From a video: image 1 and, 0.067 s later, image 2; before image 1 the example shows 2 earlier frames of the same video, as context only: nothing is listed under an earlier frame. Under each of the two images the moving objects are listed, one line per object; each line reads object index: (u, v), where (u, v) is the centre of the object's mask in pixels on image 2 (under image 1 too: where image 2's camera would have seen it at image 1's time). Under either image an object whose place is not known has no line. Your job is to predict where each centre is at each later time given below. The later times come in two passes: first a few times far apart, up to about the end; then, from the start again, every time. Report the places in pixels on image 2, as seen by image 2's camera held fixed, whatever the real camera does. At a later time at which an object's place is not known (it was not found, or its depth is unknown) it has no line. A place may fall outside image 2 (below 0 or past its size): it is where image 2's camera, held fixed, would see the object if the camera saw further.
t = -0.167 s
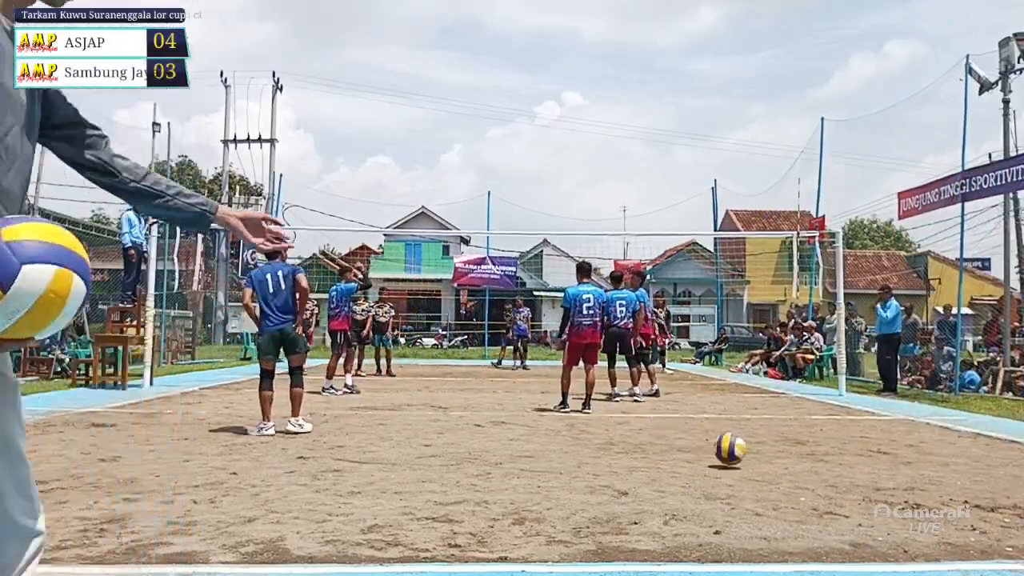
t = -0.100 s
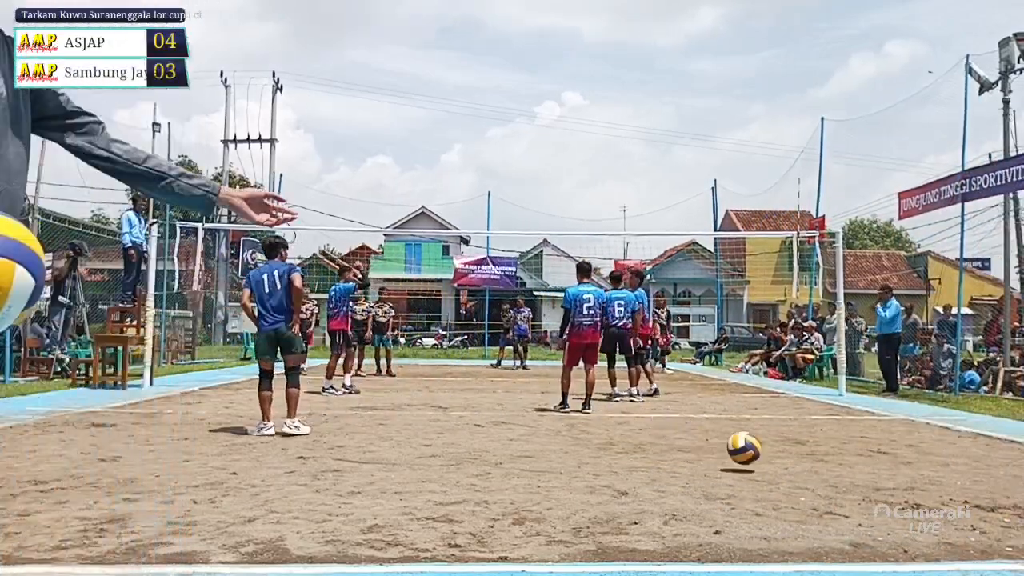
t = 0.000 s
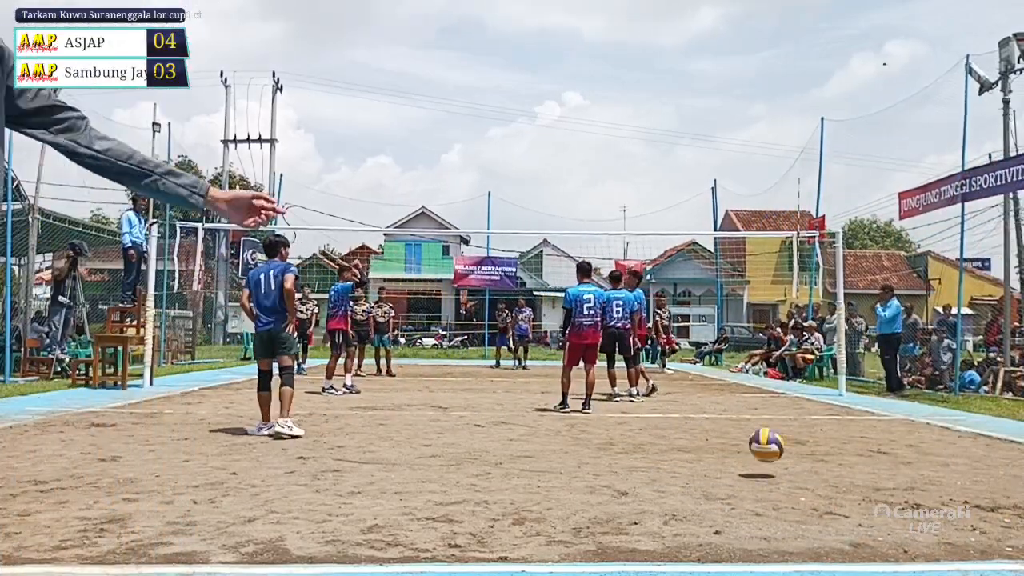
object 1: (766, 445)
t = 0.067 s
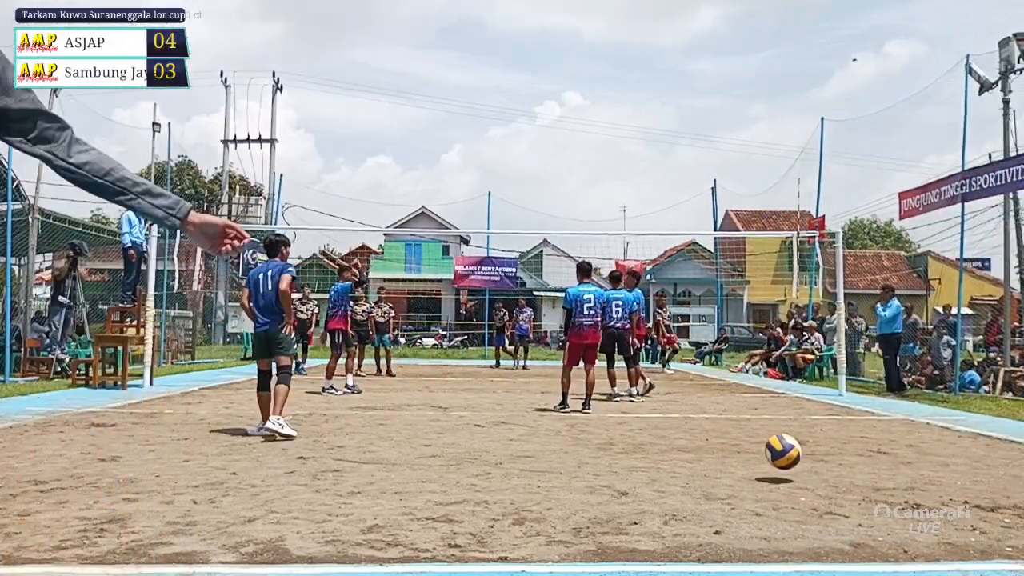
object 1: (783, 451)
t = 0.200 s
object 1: (818, 465)
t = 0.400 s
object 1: (880, 481)
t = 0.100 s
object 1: (792, 458)
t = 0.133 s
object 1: (800, 468)
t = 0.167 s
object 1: (809, 467)
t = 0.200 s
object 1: (818, 465)
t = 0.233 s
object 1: (828, 466)
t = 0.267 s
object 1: (837, 468)
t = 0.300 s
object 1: (848, 473)
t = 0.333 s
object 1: (859, 480)
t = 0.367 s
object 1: (870, 483)
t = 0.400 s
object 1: (880, 481)
